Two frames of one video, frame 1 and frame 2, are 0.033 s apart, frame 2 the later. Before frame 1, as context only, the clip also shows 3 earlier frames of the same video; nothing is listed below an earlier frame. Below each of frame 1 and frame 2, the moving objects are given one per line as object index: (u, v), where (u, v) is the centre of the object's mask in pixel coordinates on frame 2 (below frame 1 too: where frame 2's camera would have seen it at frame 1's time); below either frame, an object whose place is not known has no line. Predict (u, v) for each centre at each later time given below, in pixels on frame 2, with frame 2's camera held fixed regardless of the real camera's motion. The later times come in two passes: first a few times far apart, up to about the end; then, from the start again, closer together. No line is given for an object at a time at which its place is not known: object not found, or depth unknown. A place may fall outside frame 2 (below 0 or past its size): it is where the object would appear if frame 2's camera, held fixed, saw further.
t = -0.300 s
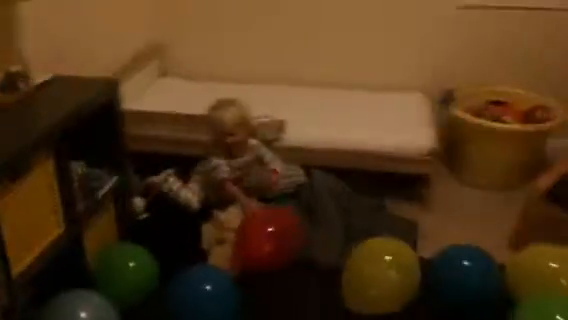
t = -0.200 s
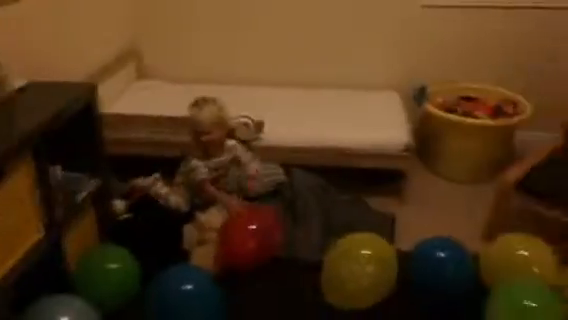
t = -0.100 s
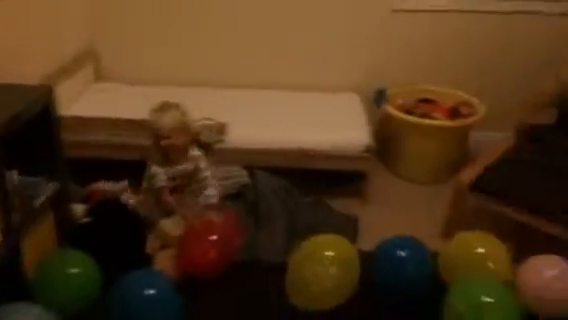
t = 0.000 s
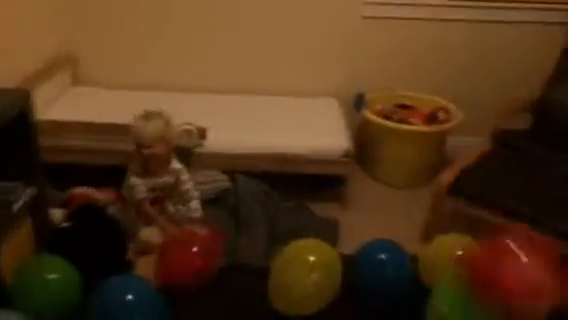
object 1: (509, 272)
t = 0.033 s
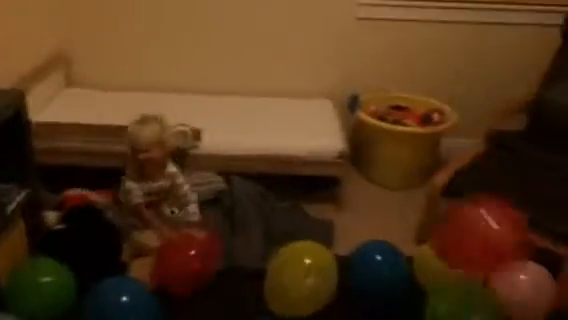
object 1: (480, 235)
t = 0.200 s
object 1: (395, 115)
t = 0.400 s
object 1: (328, 36)
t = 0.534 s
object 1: (300, 17)
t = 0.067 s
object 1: (462, 206)
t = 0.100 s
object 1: (444, 183)
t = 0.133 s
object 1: (427, 161)
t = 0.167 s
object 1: (411, 138)
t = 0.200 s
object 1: (395, 115)
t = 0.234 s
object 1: (381, 97)
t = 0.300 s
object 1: (359, 68)
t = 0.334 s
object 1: (348, 56)
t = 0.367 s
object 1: (338, 46)
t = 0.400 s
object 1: (328, 36)
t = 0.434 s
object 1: (320, 28)
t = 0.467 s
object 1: (313, 22)
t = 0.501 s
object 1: (305, 18)
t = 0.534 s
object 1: (300, 17)
